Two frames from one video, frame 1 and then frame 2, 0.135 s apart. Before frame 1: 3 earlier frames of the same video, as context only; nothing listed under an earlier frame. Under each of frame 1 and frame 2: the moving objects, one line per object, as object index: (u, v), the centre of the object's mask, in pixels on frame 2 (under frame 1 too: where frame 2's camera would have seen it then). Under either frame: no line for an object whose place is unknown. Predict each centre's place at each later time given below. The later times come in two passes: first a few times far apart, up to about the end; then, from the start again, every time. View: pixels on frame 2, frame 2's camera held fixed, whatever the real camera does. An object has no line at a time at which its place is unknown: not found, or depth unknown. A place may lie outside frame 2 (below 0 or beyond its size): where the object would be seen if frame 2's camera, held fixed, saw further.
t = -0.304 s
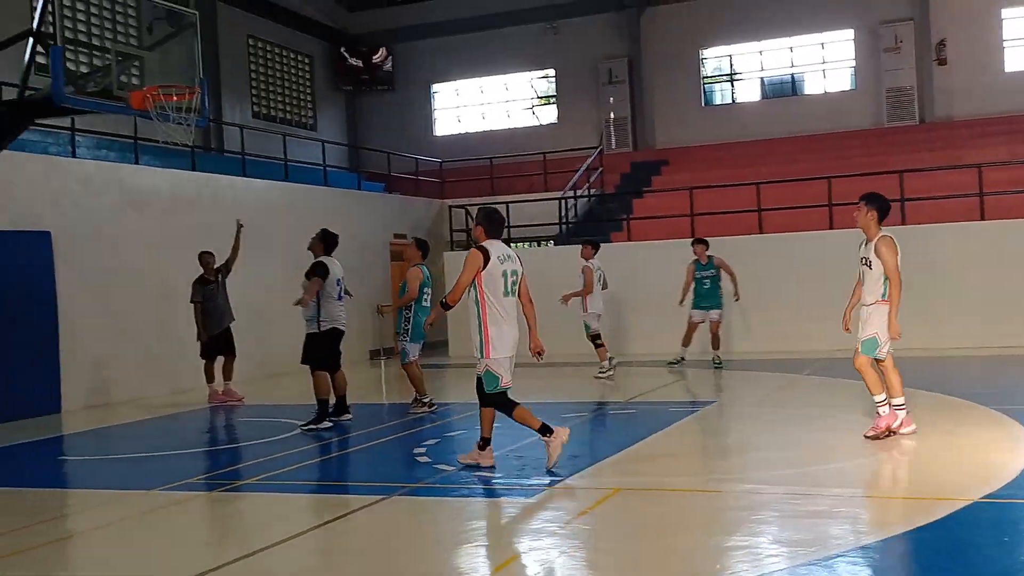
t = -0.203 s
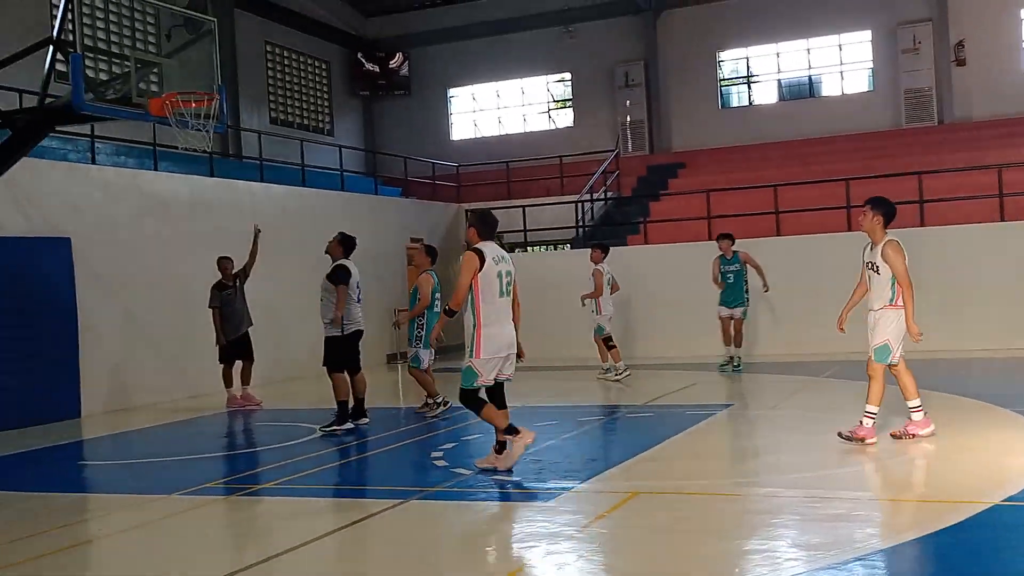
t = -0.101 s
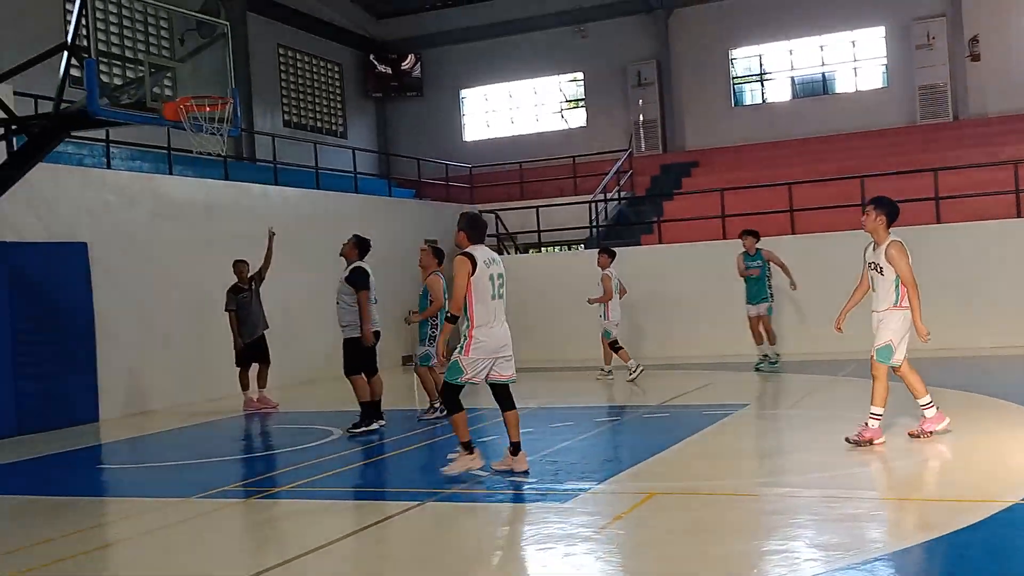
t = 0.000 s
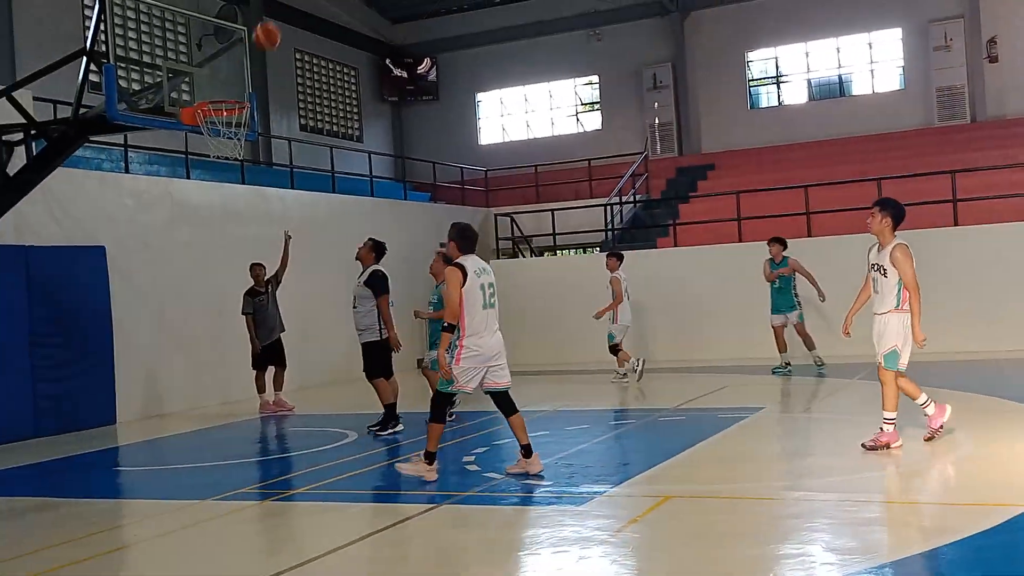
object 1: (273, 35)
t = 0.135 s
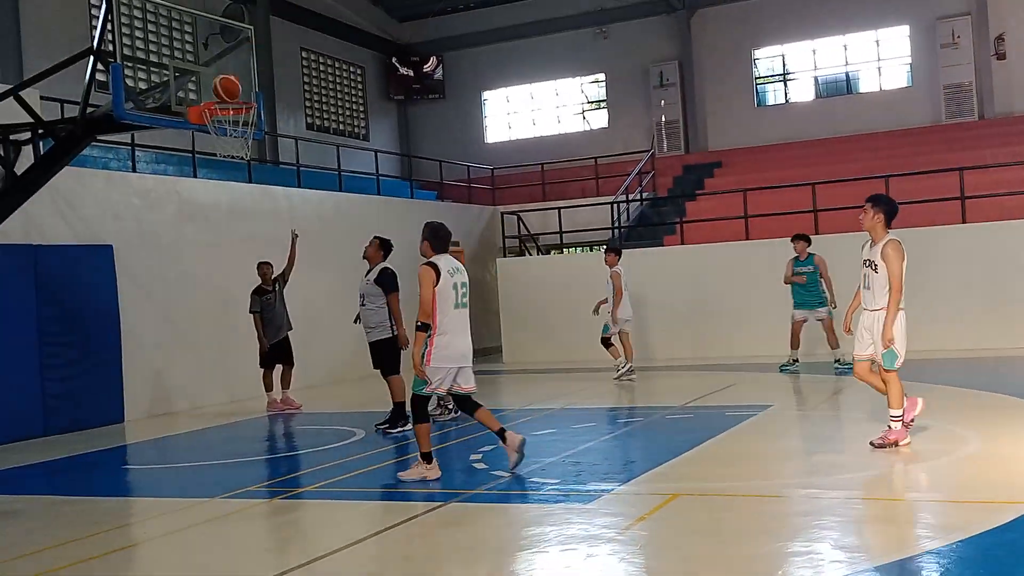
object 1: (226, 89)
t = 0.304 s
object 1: (197, 99)
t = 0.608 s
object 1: (137, 229)
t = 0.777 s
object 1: (102, 385)
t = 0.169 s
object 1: (221, 87)
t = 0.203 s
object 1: (215, 89)
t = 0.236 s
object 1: (209, 91)
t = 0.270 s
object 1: (203, 94)
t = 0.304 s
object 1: (197, 99)
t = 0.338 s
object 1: (191, 106)
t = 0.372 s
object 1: (185, 114)
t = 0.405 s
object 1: (178, 124)
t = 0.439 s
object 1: (171, 137)
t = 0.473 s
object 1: (165, 151)
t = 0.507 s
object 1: (158, 168)
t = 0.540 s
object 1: (151, 185)
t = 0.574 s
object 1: (144, 206)
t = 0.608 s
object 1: (137, 229)
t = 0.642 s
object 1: (130, 255)
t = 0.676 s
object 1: (122, 284)
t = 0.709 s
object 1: (115, 315)
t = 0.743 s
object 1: (107, 349)
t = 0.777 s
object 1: (102, 385)
